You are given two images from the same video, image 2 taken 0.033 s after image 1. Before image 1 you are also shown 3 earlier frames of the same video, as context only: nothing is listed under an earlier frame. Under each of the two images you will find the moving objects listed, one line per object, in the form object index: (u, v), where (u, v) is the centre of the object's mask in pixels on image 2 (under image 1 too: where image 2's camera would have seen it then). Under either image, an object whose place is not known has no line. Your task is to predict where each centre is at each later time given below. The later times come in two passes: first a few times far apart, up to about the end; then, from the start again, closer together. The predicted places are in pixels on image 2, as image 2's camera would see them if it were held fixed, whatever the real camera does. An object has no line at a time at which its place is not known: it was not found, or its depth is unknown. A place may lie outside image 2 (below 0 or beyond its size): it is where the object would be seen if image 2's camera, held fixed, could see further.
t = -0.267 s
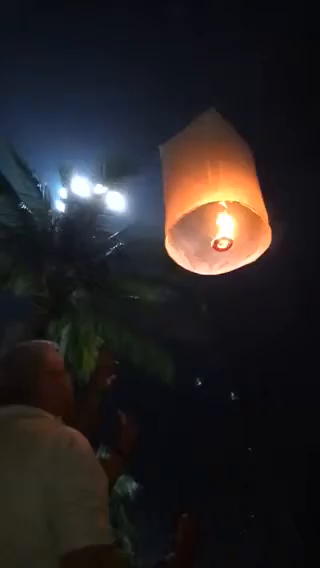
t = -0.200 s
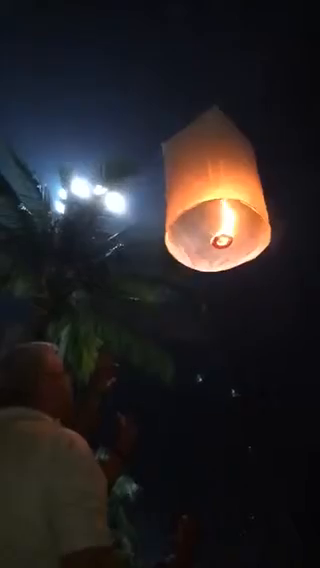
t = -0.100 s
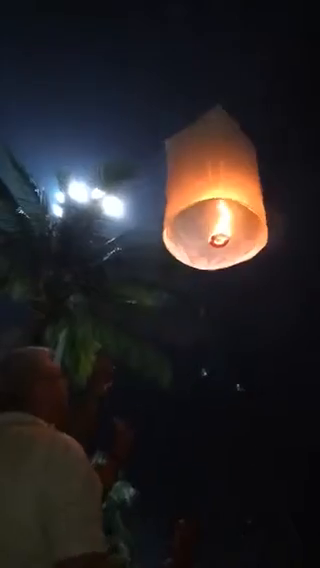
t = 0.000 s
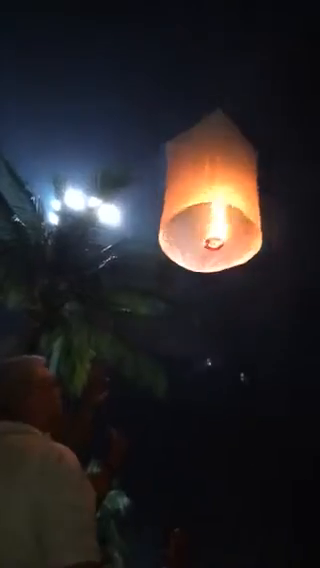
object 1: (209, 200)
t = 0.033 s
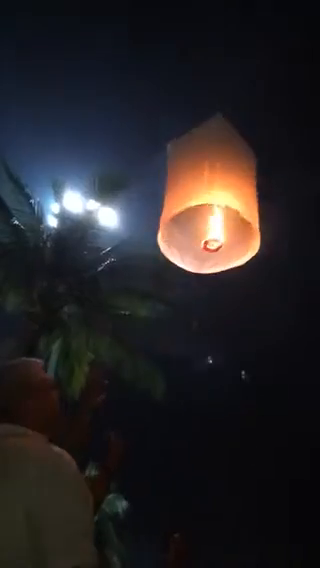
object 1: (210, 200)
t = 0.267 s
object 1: (212, 191)
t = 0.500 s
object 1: (214, 182)
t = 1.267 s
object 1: (222, 156)
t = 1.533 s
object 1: (228, 139)
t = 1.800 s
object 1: (235, 125)
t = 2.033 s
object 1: (244, 112)
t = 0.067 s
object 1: (210, 199)
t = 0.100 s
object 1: (210, 198)
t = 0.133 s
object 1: (211, 196)
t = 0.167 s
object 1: (211, 195)
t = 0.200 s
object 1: (211, 194)
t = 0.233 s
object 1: (212, 193)
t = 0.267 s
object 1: (212, 191)
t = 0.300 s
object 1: (212, 190)
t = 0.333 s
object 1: (213, 188)
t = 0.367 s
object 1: (213, 187)
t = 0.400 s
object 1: (214, 186)
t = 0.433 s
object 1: (214, 185)
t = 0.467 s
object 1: (214, 184)
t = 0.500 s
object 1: (214, 182)
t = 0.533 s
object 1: (214, 181)
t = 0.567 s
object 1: (214, 182)
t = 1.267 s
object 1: (222, 156)
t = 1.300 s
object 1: (222, 153)
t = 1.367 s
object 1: (225, 149)
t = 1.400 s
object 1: (226, 147)
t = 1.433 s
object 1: (227, 145)
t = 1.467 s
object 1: (228, 143)
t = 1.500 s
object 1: (228, 141)
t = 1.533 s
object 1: (228, 139)
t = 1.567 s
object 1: (230, 137)
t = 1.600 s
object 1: (231, 135)
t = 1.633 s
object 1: (231, 134)
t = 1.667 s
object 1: (233, 131)
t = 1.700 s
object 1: (232, 131)
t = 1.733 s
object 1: (232, 129)
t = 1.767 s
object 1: (233, 127)
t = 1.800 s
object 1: (235, 125)
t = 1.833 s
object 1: (237, 123)
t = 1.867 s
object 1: (238, 120)
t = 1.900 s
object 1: (239, 119)
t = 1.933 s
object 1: (240, 117)
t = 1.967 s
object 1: (241, 115)
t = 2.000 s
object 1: (241, 115)
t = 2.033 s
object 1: (244, 112)
